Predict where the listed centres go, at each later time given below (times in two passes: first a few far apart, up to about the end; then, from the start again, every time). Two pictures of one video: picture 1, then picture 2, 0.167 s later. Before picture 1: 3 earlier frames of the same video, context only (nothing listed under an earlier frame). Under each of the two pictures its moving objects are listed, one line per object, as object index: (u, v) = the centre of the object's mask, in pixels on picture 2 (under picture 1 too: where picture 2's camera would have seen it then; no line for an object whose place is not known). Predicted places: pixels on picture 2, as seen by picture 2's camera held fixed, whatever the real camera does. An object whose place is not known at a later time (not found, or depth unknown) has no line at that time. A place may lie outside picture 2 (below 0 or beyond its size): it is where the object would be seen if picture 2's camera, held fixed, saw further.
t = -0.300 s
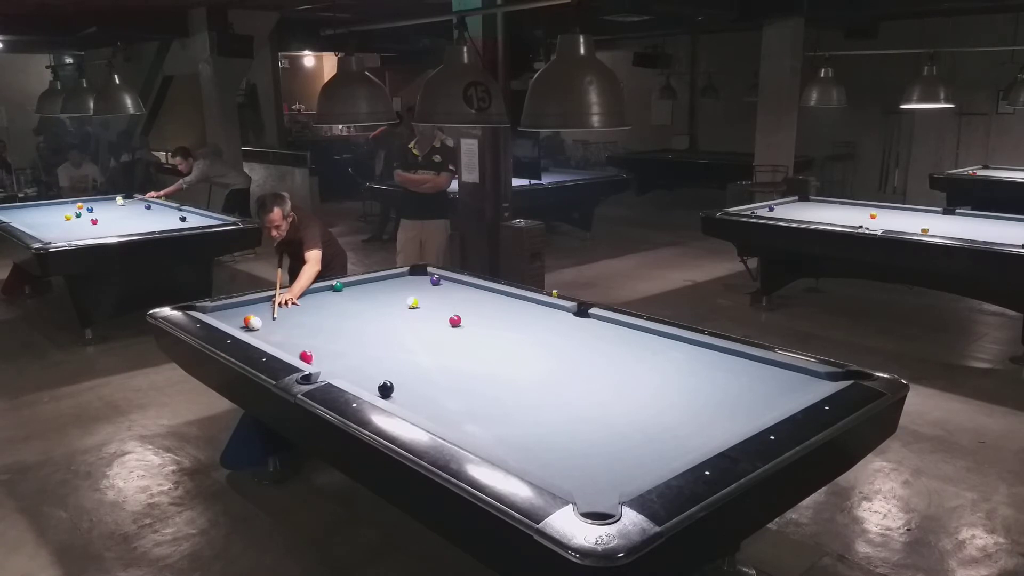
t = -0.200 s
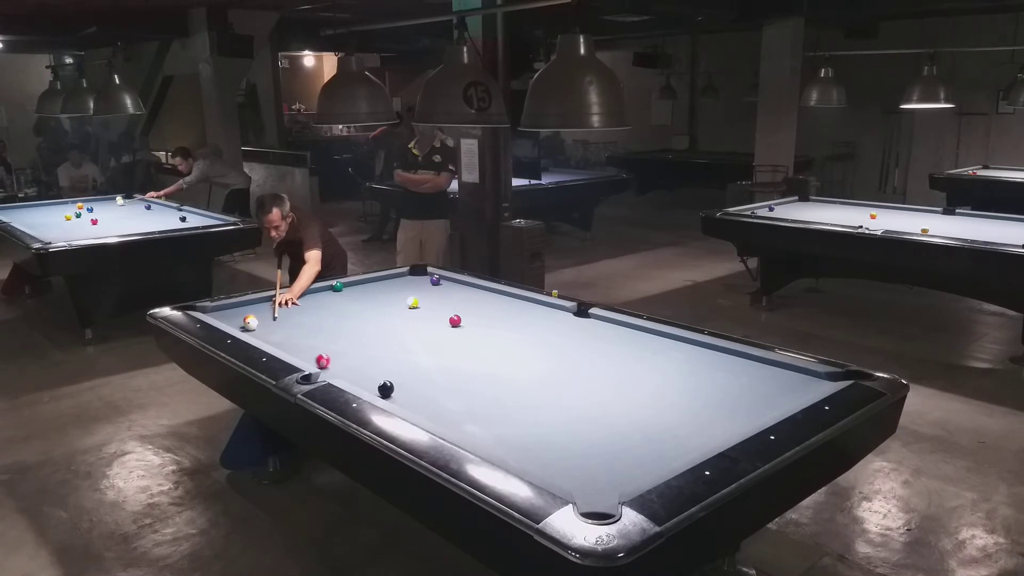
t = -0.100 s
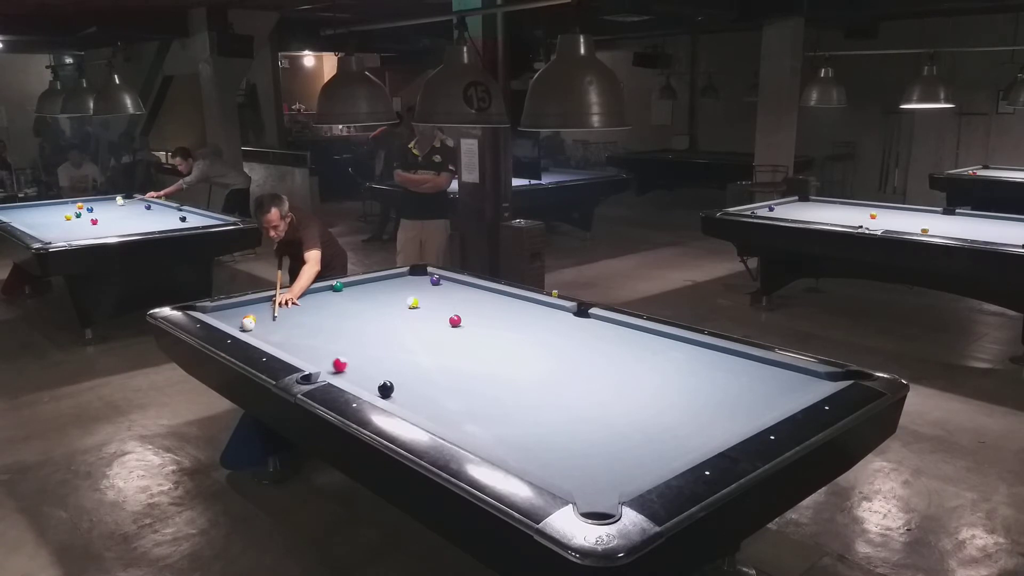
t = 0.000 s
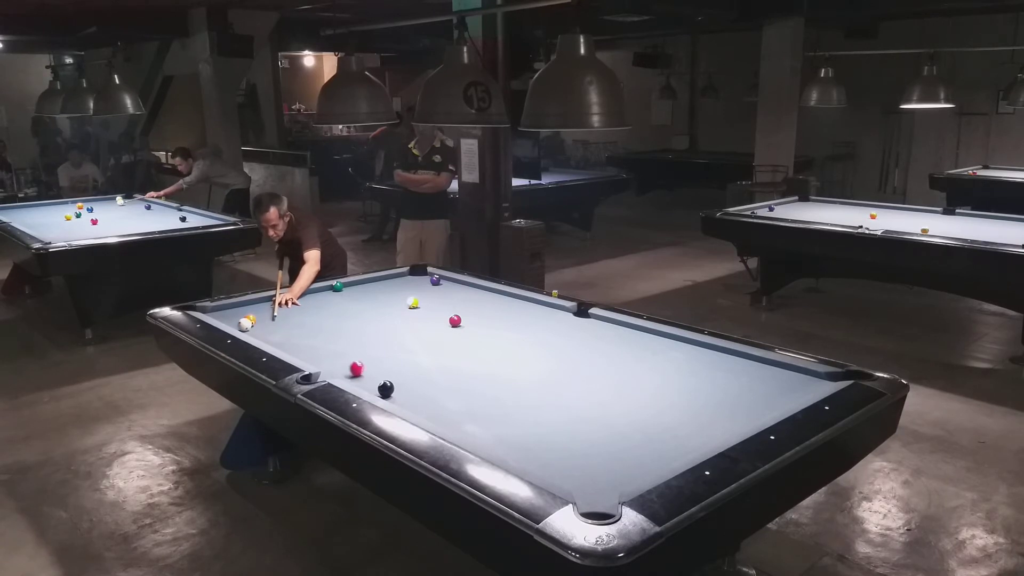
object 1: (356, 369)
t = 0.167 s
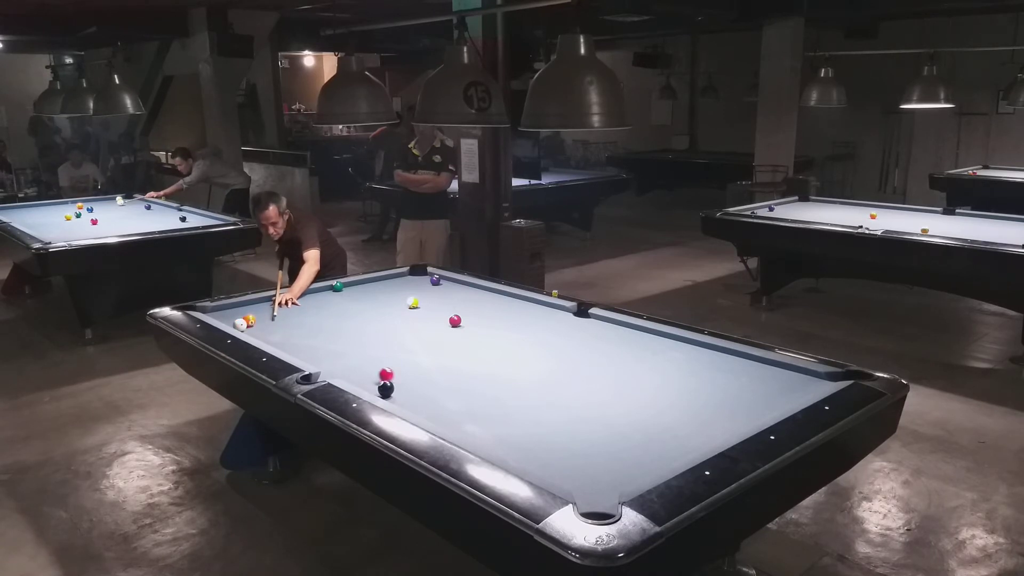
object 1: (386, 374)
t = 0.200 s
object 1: (392, 376)
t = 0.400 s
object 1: (428, 386)
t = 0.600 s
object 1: (465, 394)
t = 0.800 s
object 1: (504, 403)
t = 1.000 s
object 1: (544, 412)
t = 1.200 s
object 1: (586, 421)
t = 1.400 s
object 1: (629, 431)
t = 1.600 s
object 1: (674, 441)
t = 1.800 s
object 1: (694, 442)
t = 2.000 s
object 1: (681, 431)
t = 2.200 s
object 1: (668, 421)
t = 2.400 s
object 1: (657, 412)
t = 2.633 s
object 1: (646, 402)
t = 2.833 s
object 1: (637, 395)
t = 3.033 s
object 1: (629, 388)
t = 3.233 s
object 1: (622, 382)
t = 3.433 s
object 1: (615, 377)
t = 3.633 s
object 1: (609, 372)
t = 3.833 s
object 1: (604, 367)
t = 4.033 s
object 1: (599, 364)
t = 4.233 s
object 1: (595, 360)
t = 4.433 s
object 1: (591, 357)
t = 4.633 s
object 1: (587, 354)
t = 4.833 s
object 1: (584, 352)
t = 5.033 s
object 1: (581, 350)
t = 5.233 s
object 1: (579, 348)
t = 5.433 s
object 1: (577, 347)
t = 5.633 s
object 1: (575, 345)
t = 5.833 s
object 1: (574, 344)
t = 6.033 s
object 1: (572, 344)
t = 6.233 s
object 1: (572, 343)
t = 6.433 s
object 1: (571, 343)
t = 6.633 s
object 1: (571, 343)
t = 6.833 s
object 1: (571, 343)
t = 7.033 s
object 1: (571, 343)
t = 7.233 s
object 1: (571, 343)
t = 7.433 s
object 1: (571, 343)
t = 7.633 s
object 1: (571, 343)
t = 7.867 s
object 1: (571, 343)
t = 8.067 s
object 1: (571, 343)
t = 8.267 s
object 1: (571, 343)
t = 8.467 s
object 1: (571, 343)
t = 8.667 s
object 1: (571, 343)
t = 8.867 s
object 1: (571, 343)
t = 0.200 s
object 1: (392, 376)
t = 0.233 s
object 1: (398, 378)
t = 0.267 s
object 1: (404, 380)
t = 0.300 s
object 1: (409, 381)
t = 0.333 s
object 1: (415, 383)
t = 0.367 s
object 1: (421, 385)
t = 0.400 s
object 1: (428, 386)
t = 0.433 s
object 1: (434, 387)
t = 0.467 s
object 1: (440, 388)
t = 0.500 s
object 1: (446, 390)
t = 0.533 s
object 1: (452, 392)
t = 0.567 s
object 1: (459, 393)
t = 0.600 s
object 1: (465, 394)
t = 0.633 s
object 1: (471, 395)
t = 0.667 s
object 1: (478, 397)
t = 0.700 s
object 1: (484, 399)
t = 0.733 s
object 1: (491, 400)
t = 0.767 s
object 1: (497, 401)
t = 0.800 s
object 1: (504, 403)
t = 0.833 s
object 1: (511, 404)
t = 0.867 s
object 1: (517, 406)
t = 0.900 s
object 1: (524, 407)
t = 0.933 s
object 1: (531, 409)
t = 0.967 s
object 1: (538, 410)
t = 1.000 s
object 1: (544, 412)
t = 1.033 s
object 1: (551, 414)
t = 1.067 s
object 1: (558, 416)
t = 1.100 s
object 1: (565, 417)
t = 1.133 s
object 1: (572, 418)
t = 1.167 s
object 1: (579, 419)
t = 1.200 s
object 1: (586, 421)
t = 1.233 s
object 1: (594, 423)
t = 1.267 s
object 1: (600, 425)
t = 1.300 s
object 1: (607, 426)
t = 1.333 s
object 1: (615, 428)
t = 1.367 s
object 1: (622, 429)
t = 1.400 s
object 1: (629, 431)
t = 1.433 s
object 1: (637, 433)
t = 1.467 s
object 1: (644, 435)
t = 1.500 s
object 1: (652, 436)
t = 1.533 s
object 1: (659, 438)
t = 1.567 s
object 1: (667, 439)
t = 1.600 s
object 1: (674, 441)
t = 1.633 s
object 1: (682, 444)
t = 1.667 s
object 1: (689, 444)
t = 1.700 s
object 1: (696, 444)
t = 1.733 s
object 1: (698, 444)
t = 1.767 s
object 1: (696, 443)
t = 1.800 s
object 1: (694, 442)
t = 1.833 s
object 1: (692, 441)
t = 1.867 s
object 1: (690, 438)
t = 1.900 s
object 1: (687, 437)
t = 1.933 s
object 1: (685, 435)
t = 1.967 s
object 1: (683, 433)
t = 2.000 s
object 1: (681, 431)
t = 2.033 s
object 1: (678, 430)
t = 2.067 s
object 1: (676, 428)
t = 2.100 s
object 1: (674, 426)
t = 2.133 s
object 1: (672, 425)
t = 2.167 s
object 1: (670, 423)
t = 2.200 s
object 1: (668, 421)
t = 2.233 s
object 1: (666, 419)
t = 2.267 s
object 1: (664, 418)
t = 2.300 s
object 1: (662, 416)
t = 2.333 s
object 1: (660, 415)
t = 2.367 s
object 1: (658, 413)
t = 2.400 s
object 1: (657, 412)
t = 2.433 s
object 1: (655, 410)
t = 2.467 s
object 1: (653, 409)
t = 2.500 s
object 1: (652, 407)
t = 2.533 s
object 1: (650, 406)
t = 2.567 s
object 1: (648, 405)
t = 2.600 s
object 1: (647, 404)
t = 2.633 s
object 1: (646, 402)
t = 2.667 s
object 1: (644, 401)
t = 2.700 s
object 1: (643, 399)
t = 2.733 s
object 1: (641, 398)
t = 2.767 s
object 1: (640, 397)
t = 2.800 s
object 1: (638, 396)
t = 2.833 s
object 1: (637, 395)
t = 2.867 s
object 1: (636, 393)
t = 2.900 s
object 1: (634, 393)
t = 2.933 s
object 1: (633, 391)
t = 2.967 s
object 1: (632, 390)
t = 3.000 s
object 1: (630, 389)
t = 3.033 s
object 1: (629, 388)
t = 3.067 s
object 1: (628, 387)
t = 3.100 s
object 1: (626, 386)
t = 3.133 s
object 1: (625, 385)
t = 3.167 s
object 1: (624, 384)
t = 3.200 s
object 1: (623, 383)
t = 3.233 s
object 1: (622, 382)
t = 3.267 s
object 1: (621, 381)
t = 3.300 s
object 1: (620, 380)
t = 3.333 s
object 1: (618, 379)
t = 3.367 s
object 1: (617, 378)
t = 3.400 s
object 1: (616, 378)
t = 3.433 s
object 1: (615, 377)
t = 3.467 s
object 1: (614, 376)
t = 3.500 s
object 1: (613, 375)
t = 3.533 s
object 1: (612, 374)
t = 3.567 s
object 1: (611, 373)
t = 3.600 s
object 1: (610, 373)
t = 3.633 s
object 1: (609, 372)
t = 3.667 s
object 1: (608, 371)
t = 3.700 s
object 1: (607, 370)
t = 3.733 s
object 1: (606, 370)
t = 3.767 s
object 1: (605, 369)
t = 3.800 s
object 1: (605, 368)
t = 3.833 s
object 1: (604, 367)
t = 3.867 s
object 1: (603, 367)
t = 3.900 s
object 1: (602, 366)
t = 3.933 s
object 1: (601, 365)
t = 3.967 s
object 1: (601, 365)
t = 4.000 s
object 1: (600, 364)
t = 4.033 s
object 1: (599, 364)
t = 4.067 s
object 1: (598, 363)
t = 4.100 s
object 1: (598, 363)
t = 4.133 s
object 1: (597, 362)
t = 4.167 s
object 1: (596, 361)
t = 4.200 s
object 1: (596, 361)
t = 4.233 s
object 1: (595, 360)
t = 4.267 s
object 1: (594, 359)
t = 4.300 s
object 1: (593, 359)
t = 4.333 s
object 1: (593, 358)
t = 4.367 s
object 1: (592, 358)
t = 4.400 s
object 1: (591, 357)
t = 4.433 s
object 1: (591, 357)
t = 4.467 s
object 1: (590, 357)
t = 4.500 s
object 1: (590, 356)
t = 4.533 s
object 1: (589, 355)
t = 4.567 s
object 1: (588, 355)
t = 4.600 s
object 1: (588, 355)
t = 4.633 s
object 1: (587, 354)
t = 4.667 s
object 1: (587, 354)
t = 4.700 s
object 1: (586, 353)
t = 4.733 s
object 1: (586, 353)
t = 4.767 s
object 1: (585, 352)
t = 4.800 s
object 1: (585, 352)
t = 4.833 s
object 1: (584, 352)
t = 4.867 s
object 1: (584, 351)
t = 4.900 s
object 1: (583, 351)
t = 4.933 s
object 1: (583, 351)
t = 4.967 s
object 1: (582, 350)
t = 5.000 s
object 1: (582, 350)
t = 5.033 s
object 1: (581, 350)
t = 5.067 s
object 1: (581, 349)
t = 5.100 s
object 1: (580, 349)
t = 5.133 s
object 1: (580, 349)
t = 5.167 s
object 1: (580, 348)
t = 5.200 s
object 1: (579, 348)
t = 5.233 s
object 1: (579, 348)
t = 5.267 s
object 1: (579, 348)
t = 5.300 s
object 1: (578, 347)
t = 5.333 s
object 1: (578, 347)
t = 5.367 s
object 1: (577, 347)
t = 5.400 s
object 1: (577, 347)
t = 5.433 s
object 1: (577, 347)
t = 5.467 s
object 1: (576, 346)
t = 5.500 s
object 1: (576, 346)
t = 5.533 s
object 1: (576, 346)
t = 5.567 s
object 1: (575, 346)
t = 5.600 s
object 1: (575, 346)
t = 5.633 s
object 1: (575, 345)
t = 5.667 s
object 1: (575, 345)
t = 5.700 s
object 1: (574, 345)
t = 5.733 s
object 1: (574, 345)
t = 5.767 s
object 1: (574, 345)
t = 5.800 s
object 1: (574, 344)
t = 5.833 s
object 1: (574, 344)
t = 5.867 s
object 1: (573, 344)
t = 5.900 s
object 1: (573, 344)
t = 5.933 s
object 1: (573, 344)
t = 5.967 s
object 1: (573, 344)
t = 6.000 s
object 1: (572, 344)
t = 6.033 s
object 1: (572, 344)
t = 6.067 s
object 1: (572, 344)
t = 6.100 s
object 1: (572, 344)
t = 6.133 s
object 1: (572, 344)
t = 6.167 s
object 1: (572, 343)
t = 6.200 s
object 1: (572, 343)
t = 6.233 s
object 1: (572, 343)
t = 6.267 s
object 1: (572, 343)
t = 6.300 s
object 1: (572, 343)
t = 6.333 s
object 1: (572, 343)
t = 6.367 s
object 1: (572, 343)
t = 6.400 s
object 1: (571, 343)
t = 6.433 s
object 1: (571, 343)
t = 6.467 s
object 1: (571, 343)
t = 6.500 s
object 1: (571, 343)
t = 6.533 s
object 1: (571, 343)
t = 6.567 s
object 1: (571, 343)
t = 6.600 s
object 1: (571, 343)
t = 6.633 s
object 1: (571, 343)
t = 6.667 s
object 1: (571, 343)
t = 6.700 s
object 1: (571, 343)
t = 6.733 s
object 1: (571, 343)
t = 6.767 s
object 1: (571, 343)
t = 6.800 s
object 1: (571, 343)
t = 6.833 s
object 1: (571, 343)
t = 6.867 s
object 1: (571, 343)
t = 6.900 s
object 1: (571, 343)
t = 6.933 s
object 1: (571, 343)
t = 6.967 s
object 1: (571, 343)
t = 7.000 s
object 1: (571, 343)
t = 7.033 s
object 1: (571, 343)
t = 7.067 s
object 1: (571, 343)
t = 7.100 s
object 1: (571, 343)
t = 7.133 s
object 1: (571, 343)
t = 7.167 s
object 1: (571, 343)
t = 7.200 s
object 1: (571, 343)
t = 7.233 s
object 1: (571, 343)
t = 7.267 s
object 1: (571, 343)
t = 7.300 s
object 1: (571, 343)
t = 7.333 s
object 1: (571, 343)
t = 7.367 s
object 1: (571, 343)
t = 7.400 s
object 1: (571, 343)
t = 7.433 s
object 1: (571, 343)
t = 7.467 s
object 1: (571, 343)
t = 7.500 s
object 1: (571, 343)
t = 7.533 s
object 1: (571, 343)
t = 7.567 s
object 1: (571, 343)
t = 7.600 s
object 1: (571, 343)
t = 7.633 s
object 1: (571, 343)
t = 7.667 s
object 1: (571, 343)
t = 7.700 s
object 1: (571, 343)
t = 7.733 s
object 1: (571, 343)
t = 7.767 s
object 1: (571, 343)
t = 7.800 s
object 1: (571, 343)
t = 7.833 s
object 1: (571, 343)
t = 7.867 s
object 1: (571, 343)
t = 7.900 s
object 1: (571, 343)
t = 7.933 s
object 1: (571, 343)
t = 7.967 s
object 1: (571, 343)
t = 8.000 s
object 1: (571, 343)
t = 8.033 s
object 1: (571, 343)
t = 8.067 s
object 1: (571, 343)
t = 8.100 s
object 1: (571, 343)
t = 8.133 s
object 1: (571, 343)
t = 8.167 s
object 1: (571, 343)
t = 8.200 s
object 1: (571, 343)
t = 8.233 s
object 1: (571, 343)
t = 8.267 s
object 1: (571, 343)
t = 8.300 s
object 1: (571, 343)
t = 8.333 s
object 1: (571, 343)
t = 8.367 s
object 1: (571, 343)
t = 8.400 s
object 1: (571, 343)
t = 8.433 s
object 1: (571, 343)
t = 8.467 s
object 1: (571, 343)
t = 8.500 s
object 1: (571, 343)
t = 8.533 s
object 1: (571, 343)
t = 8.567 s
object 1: (571, 343)
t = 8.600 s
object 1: (571, 343)
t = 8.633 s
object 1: (571, 343)
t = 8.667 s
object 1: (571, 343)
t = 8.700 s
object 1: (571, 343)
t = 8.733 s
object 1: (571, 343)
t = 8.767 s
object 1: (571, 343)
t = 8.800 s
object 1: (571, 343)
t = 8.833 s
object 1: (571, 343)
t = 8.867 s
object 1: (571, 343)
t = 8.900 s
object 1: (571, 343)
